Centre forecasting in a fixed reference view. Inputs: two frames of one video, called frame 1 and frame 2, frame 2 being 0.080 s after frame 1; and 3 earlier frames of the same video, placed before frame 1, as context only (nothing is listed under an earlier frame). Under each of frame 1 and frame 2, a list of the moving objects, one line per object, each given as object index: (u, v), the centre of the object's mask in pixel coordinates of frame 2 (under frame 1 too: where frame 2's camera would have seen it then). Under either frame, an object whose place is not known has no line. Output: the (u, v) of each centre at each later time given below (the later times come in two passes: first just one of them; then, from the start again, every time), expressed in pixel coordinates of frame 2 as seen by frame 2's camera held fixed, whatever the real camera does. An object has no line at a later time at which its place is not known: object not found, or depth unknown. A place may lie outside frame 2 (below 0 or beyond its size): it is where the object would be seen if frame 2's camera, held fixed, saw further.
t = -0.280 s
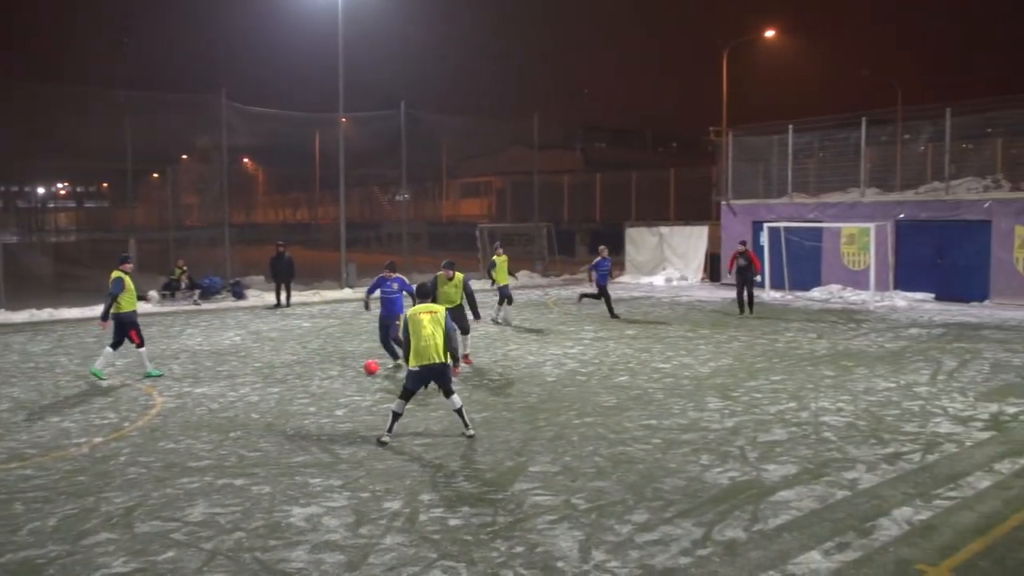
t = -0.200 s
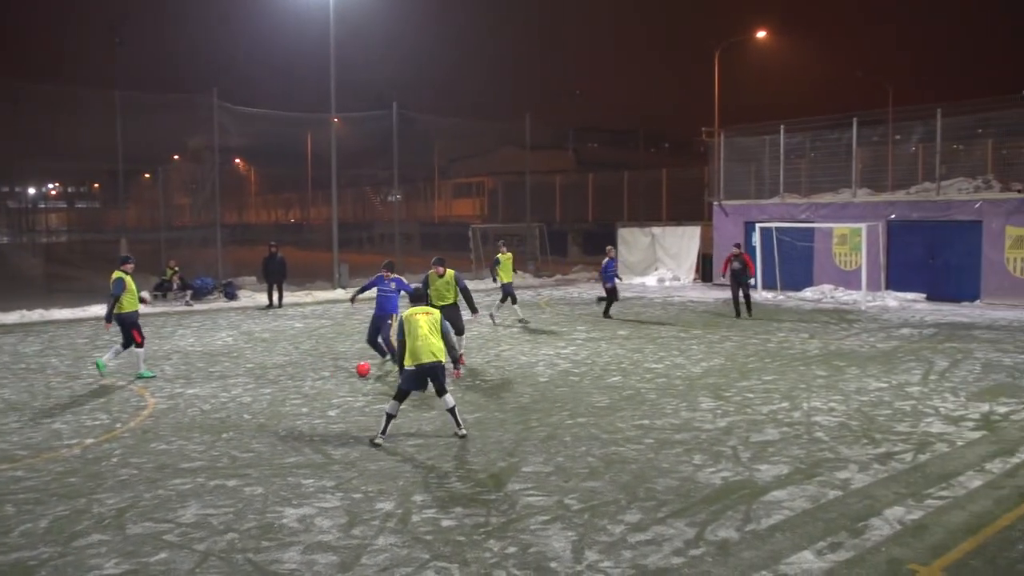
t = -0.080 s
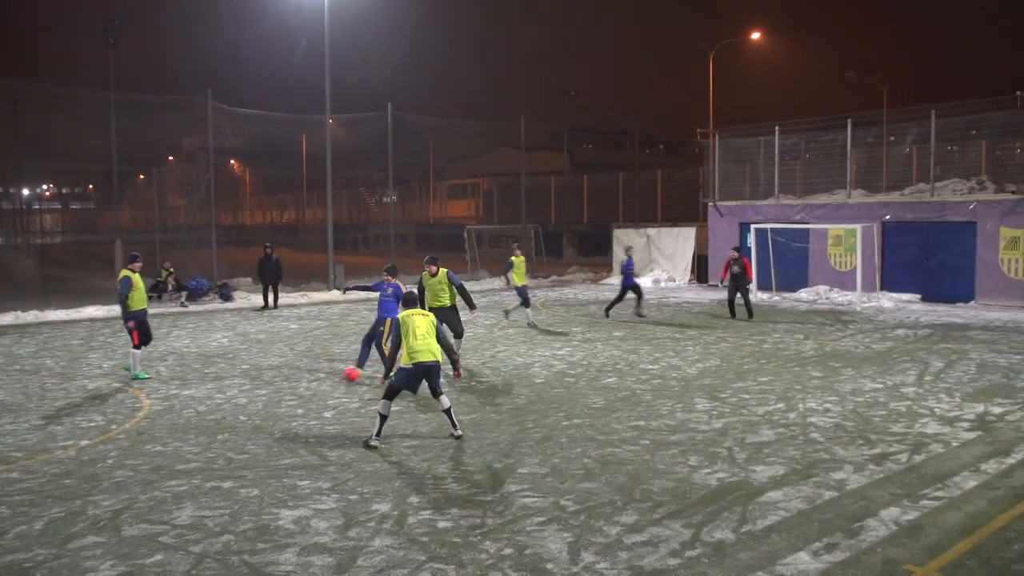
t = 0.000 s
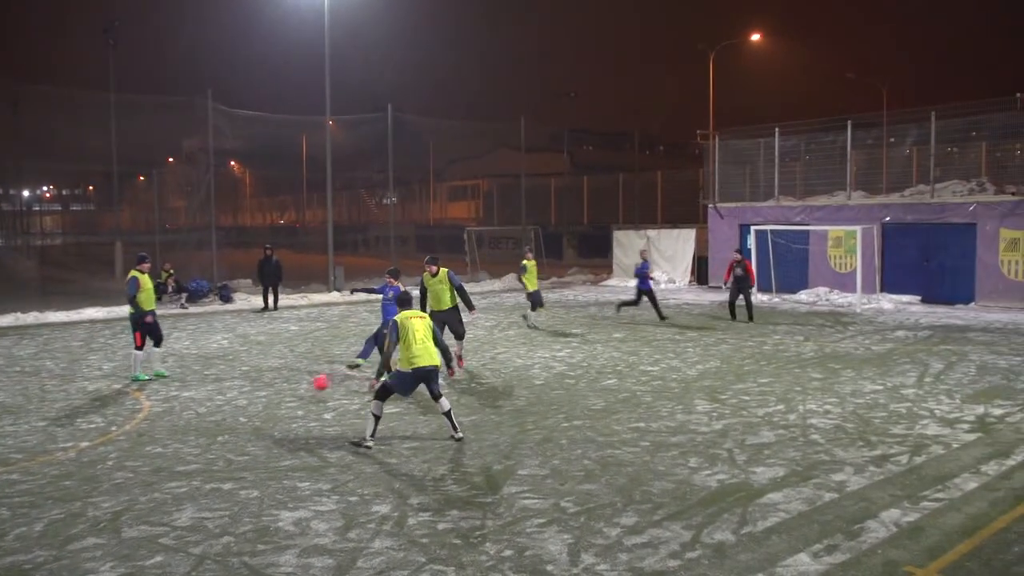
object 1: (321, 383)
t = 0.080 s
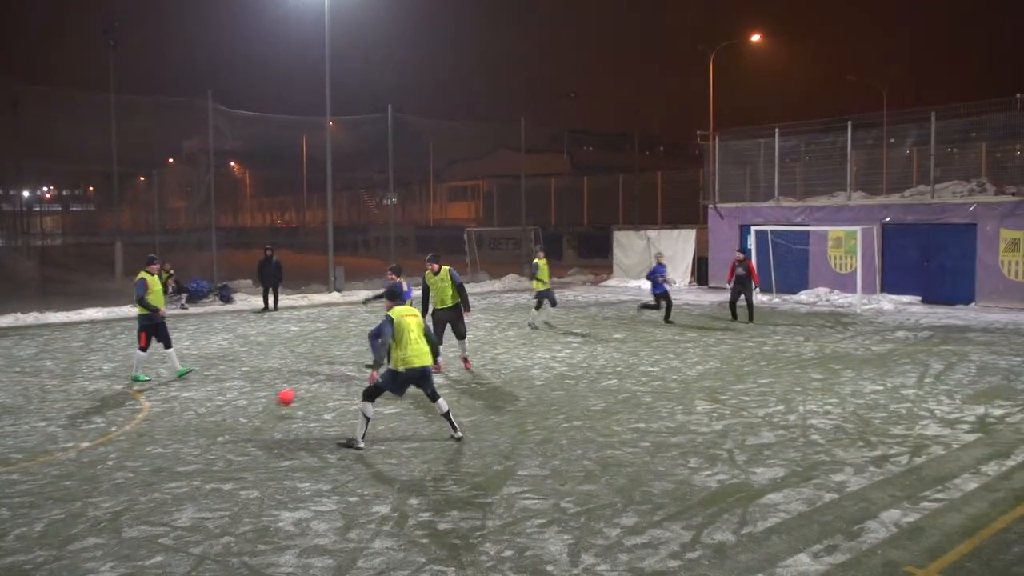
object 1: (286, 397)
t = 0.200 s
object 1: (224, 426)
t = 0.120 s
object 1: (267, 407)
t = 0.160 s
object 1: (245, 420)
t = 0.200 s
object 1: (224, 426)
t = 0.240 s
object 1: (200, 435)
